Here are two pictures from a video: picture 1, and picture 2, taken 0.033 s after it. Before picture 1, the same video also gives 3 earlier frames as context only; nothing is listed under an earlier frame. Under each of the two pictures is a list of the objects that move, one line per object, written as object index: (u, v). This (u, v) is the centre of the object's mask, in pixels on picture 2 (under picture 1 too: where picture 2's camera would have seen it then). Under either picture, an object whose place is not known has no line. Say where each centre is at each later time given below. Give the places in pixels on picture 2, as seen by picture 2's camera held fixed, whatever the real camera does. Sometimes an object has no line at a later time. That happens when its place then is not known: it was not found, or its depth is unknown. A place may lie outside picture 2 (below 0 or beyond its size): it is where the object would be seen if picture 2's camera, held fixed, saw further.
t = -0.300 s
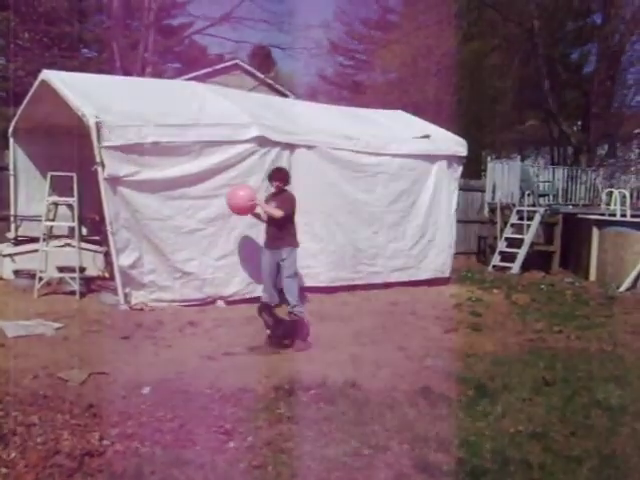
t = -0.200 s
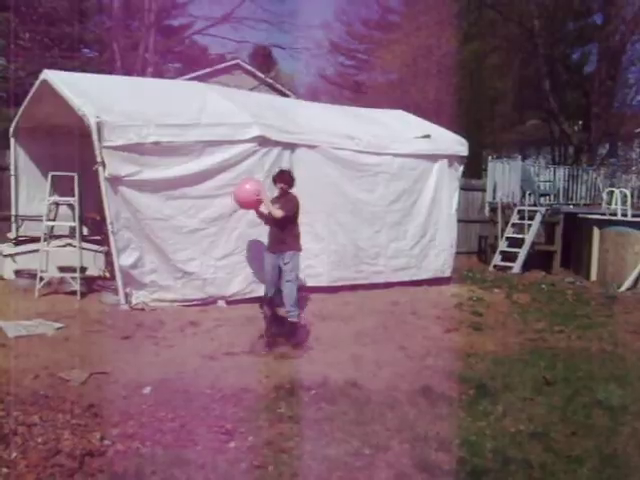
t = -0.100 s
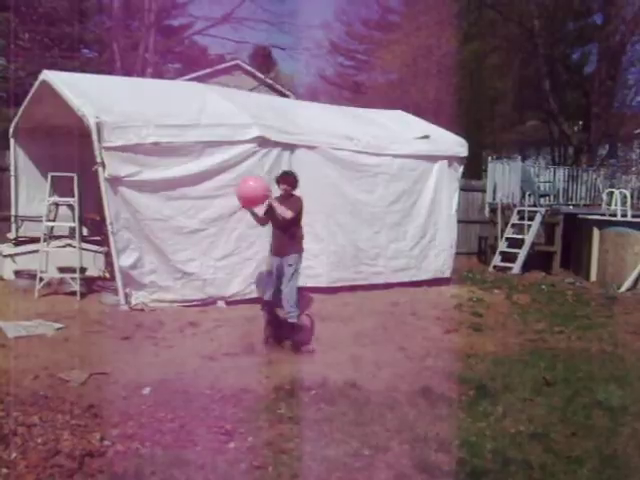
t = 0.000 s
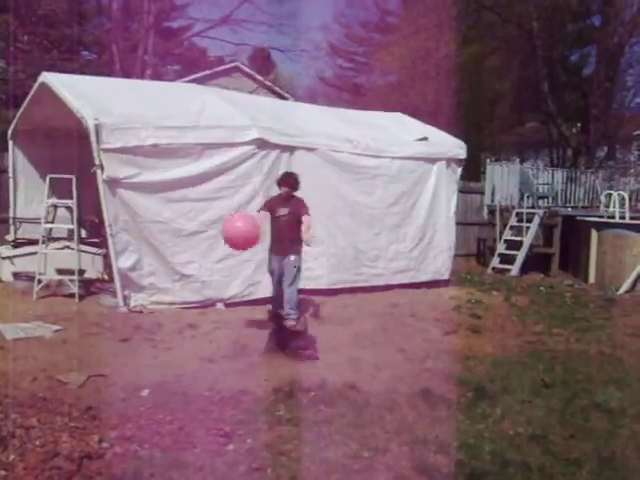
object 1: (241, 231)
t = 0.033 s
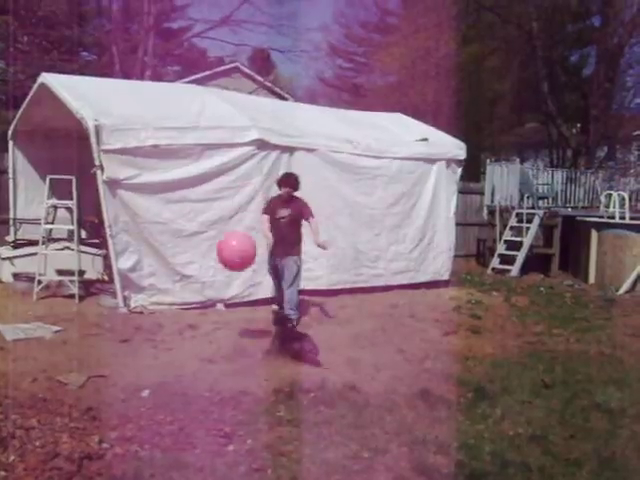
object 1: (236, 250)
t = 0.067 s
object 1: (232, 272)
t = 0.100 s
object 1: (227, 297)
